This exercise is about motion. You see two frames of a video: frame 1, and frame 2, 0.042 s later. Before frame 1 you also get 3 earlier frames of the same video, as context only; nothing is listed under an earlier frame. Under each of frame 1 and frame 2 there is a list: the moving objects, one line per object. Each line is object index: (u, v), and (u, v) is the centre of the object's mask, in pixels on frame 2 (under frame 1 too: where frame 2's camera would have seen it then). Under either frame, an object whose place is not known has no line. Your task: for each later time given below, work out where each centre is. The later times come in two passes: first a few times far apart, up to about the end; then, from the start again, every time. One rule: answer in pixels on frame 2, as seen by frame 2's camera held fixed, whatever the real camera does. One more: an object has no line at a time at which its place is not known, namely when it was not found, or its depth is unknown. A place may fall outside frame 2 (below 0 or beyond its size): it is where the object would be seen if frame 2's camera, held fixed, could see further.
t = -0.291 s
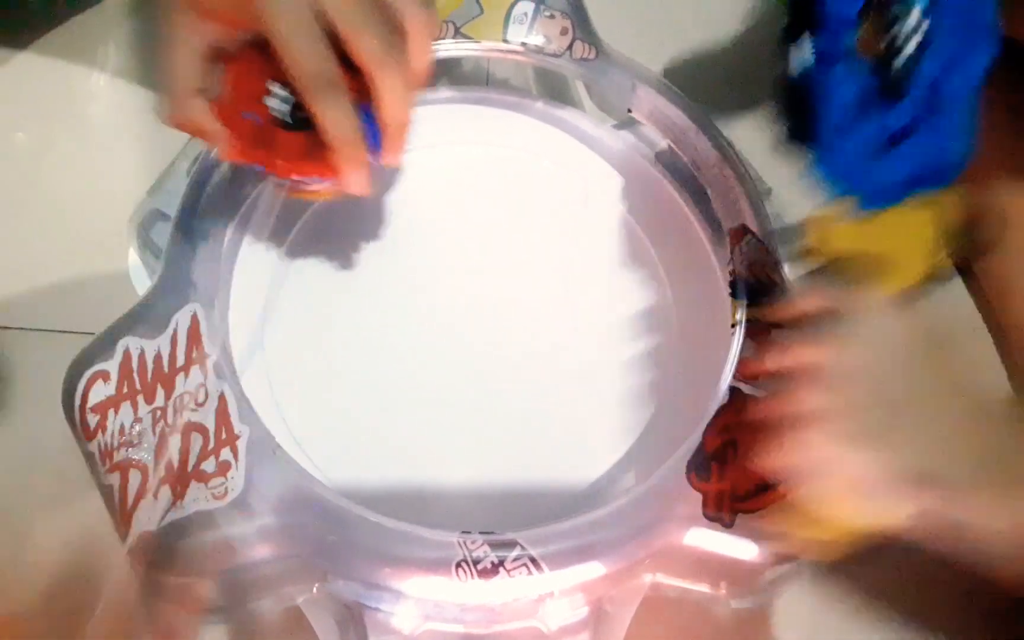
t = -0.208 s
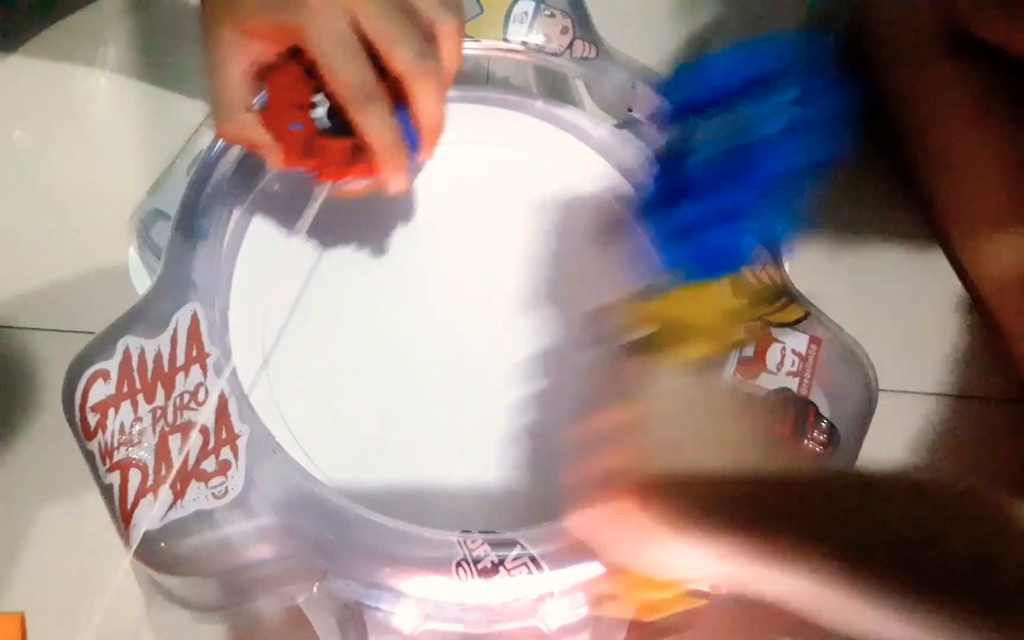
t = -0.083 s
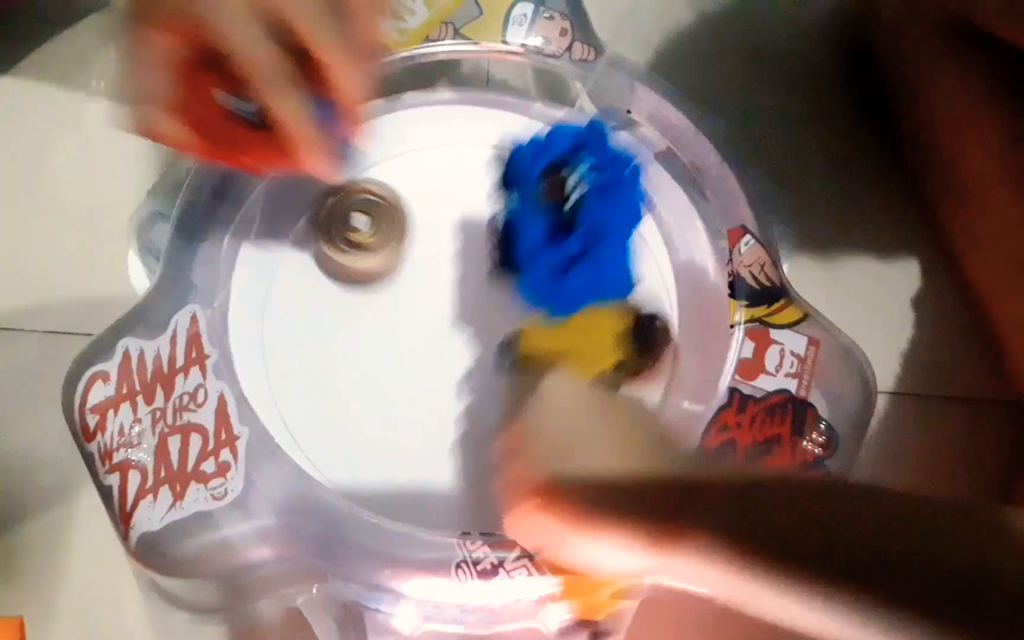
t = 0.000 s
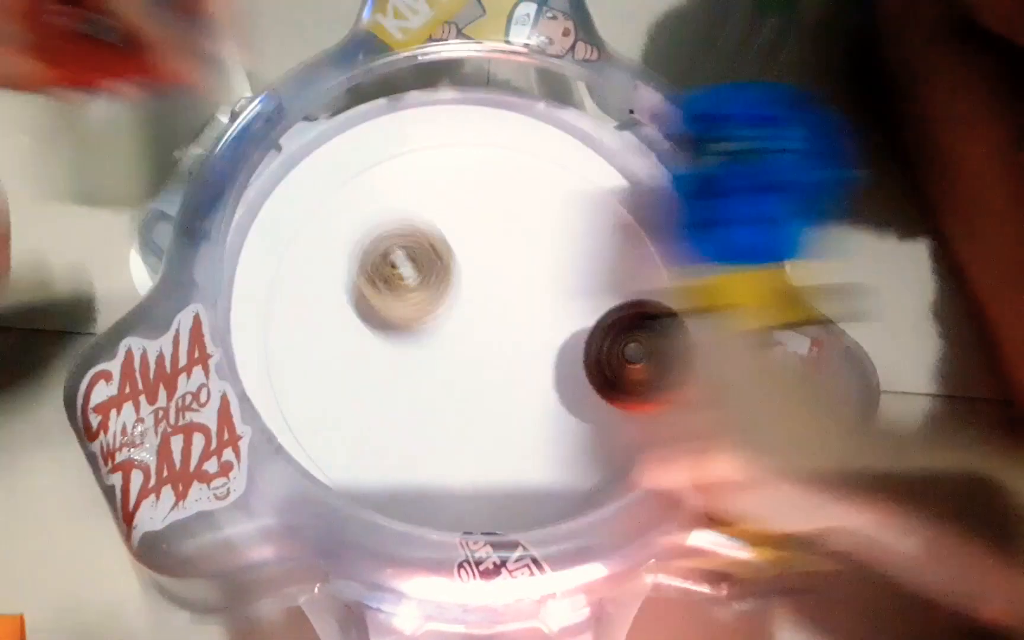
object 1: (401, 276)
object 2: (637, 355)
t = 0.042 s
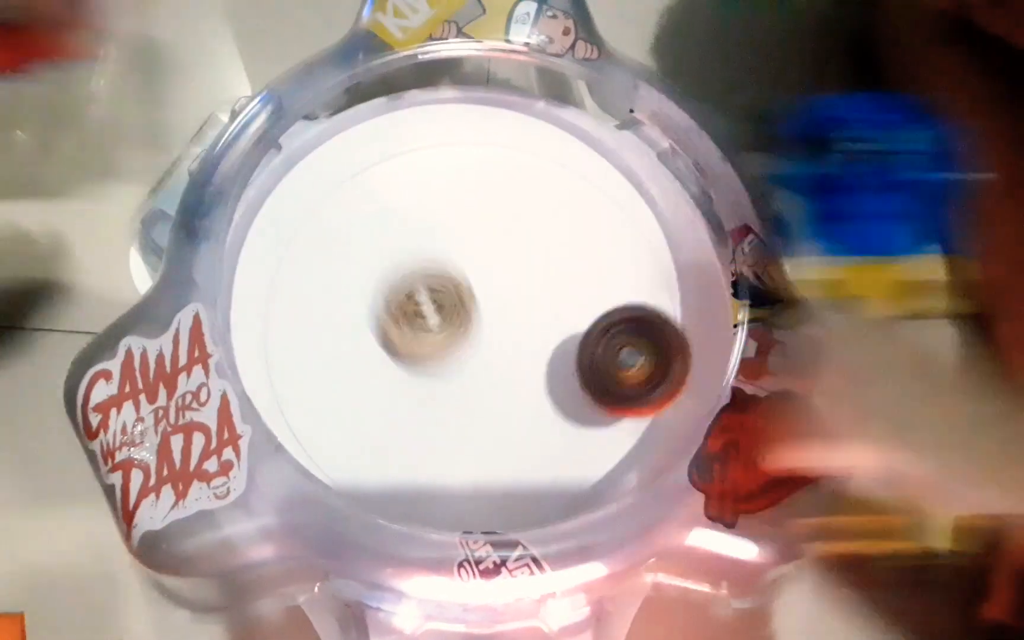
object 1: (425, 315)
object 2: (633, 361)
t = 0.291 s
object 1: (386, 367)
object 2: (615, 390)
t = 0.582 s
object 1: (379, 309)
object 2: (413, 217)
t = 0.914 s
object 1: (523, 304)
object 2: (406, 190)
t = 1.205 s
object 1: (584, 329)
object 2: (399, 299)
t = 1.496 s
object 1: (502, 309)
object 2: (384, 346)
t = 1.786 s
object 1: (460, 295)
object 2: (392, 367)
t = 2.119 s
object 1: (492, 317)
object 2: (419, 399)
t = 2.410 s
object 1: (512, 290)
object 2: (463, 409)
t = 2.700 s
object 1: (479, 277)
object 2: (494, 400)
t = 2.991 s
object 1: (469, 304)
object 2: (523, 396)
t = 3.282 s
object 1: (476, 327)
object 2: (568, 401)
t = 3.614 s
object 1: (485, 334)
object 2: (568, 401)
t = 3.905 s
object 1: (393, 266)
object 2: (553, 357)
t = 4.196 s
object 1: (378, 298)
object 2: (555, 283)
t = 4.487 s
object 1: (478, 357)
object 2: (565, 252)
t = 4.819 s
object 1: (447, 399)
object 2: (534, 257)
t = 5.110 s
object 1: (427, 394)
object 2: (481, 268)
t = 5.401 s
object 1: (452, 369)
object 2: (434, 273)
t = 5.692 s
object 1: (477, 351)
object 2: (412, 267)
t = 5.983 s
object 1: (505, 361)
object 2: (423, 268)
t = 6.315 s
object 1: (537, 356)
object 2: (440, 308)
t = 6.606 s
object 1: (553, 335)
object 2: (450, 337)
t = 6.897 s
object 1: (535, 311)
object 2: (440, 359)
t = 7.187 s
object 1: (522, 314)
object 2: (424, 343)
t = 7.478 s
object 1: (527, 321)
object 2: (423, 327)
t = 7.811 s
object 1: (543, 320)
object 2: (419, 315)
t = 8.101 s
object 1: (569, 330)
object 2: (412, 304)
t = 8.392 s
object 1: (535, 322)
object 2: (434, 306)
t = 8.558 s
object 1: (536, 335)
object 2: (424, 299)
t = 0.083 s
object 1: (449, 342)
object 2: (617, 376)
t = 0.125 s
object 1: (474, 359)
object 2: (591, 402)
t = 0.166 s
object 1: (480, 375)
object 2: (588, 407)
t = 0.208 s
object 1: (444, 379)
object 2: (609, 408)
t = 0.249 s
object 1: (414, 373)
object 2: (618, 402)
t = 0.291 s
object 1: (386, 367)
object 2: (615, 390)
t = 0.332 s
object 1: (368, 357)
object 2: (600, 373)
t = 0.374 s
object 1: (354, 348)
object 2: (576, 353)
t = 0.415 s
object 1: (346, 338)
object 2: (547, 330)
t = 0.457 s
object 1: (346, 329)
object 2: (512, 302)
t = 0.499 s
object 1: (352, 321)
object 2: (478, 275)
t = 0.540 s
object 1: (363, 315)
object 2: (445, 246)
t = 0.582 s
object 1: (379, 309)
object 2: (413, 217)
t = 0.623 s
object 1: (398, 306)
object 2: (385, 188)
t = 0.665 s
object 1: (420, 304)
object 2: (363, 160)
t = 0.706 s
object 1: (442, 303)
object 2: (347, 140)
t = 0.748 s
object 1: (464, 303)
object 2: (348, 139)
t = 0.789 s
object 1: (483, 304)
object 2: (360, 144)
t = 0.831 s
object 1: (500, 304)
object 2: (373, 156)
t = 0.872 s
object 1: (514, 304)
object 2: (390, 173)
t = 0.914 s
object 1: (523, 304)
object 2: (406, 190)
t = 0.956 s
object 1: (528, 303)
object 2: (423, 212)
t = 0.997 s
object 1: (529, 301)
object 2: (439, 235)
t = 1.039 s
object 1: (540, 306)
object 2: (444, 254)
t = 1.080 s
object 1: (558, 314)
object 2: (433, 265)
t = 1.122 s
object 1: (572, 321)
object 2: (422, 276)
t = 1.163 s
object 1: (580, 326)
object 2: (410, 288)
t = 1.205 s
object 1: (584, 329)
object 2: (399, 299)
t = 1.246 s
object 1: (582, 330)
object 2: (389, 311)
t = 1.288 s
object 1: (576, 329)
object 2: (383, 319)
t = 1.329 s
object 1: (565, 326)
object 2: (378, 327)
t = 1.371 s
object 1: (551, 322)
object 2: (376, 334)
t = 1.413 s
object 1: (536, 317)
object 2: (376, 339)
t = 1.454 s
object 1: (519, 313)
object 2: (379, 343)
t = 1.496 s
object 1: (502, 309)
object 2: (384, 346)
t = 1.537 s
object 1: (485, 306)
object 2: (391, 348)
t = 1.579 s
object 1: (477, 299)
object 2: (392, 352)
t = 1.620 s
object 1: (471, 294)
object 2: (390, 357)
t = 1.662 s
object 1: (466, 292)
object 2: (388, 361)
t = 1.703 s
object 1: (463, 291)
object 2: (388, 364)
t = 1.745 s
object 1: (460, 293)
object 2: (390, 365)
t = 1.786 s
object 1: (460, 295)
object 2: (392, 367)
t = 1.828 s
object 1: (464, 296)
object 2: (390, 374)
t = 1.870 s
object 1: (469, 296)
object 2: (390, 381)
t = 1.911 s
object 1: (474, 298)
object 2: (390, 388)
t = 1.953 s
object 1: (479, 302)
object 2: (392, 393)
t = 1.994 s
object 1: (483, 306)
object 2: (396, 397)
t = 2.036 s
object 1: (487, 310)
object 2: (402, 399)
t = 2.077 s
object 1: (490, 314)
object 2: (409, 400)
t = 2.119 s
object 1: (492, 317)
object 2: (419, 399)
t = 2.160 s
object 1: (494, 319)
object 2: (430, 397)
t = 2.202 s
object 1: (500, 314)
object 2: (436, 401)
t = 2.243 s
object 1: (508, 305)
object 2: (440, 407)
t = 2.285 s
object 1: (513, 299)
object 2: (445, 410)
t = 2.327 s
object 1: (515, 295)
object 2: (451, 412)
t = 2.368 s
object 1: (514, 292)
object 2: (457, 412)
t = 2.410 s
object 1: (512, 290)
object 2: (463, 409)
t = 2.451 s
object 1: (508, 289)
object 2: (469, 405)
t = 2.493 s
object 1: (503, 290)
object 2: (475, 400)
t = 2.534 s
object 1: (496, 293)
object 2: (480, 393)
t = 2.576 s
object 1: (492, 291)
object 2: (484, 392)
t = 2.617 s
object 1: (487, 283)
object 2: (487, 395)
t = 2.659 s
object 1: (483, 278)
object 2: (490, 398)
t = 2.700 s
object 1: (479, 277)
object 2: (494, 400)
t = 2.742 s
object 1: (475, 277)
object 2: (497, 400)
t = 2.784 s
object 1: (473, 279)
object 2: (501, 401)
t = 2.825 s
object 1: (471, 283)
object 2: (506, 401)
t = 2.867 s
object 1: (469, 287)
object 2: (510, 400)
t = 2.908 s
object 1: (469, 293)
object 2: (514, 399)
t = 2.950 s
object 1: (469, 298)
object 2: (519, 398)
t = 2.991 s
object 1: (469, 304)
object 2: (523, 396)
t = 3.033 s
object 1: (470, 310)
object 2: (527, 393)
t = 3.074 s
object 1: (471, 312)
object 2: (532, 394)
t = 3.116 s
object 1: (472, 314)
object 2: (539, 395)
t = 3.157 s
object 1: (472, 317)
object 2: (546, 397)
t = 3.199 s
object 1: (473, 320)
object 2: (554, 398)
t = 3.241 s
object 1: (475, 324)
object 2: (561, 399)
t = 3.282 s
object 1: (476, 327)
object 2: (568, 401)
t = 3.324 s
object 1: (478, 330)
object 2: (575, 404)
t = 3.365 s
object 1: (481, 333)
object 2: (581, 407)
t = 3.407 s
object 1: (483, 334)
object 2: (587, 411)
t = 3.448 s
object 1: (485, 335)
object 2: (591, 413)
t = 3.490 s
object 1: (486, 335)
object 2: (592, 414)
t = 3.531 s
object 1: (487, 335)
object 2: (588, 413)
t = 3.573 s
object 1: (486, 334)
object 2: (580, 408)
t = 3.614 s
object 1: (485, 334)
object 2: (568, 401)
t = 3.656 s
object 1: (481, 331)
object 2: (557, 394)
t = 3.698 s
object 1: (471, 322)
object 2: (548, 389)
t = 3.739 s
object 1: (463, 314)
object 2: (538, 380)
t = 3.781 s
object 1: (454, 307)
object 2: (532, 371)
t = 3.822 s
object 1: (430, 290)
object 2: (541, 369)
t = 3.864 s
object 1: (410, 277)
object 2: (547, 364)
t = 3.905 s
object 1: (393, 266)
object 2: (553, 357)
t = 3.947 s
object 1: (381, 261)
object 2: (555, 348)
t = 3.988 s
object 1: (372, 259)
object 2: (556, 338)
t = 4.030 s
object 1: (367, 261)
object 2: (555, 328)
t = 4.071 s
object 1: (366, 267)
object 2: (554, 318)
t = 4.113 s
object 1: (367, 275)
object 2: (552, 306)
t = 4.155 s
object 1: (371, 286)
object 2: (553, 295)
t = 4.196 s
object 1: (378, 298)
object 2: (555, 283)
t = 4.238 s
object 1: (388, 310)
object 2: (558, 273)
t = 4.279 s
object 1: (401, 321)
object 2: (562, 263)
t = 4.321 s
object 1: (416, 332)
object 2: (567, 256)
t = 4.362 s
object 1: (432, 341)
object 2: (570, 250)
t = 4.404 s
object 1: (449, 349)
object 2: (571, 248)
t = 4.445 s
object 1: (464, 354)
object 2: (572, 246)
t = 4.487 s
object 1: (478, 357)
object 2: (565, 252)
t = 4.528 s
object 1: (490, 358)
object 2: (559, 257)
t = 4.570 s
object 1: (499, 355)
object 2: (550, 266)
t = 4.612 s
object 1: (495, 363)
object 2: (545, 267)
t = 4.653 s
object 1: (483, 379)
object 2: (548, 259)
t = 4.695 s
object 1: (471, 391)
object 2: (547, 254)
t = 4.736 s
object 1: (460, 398)
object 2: (545, 252)
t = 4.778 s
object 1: (452, 400)
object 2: (540, 253)
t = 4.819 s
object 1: (447, 399)
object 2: (534, 257)
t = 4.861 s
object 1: (445, 395)
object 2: (527, 262)
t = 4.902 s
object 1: (445, 389)
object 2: (519, 270)
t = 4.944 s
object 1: (446, 381)
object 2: (508, 279)
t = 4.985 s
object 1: (449, 373)
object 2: (496, 288)
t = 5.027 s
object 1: (440, 381)
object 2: (490, 283)
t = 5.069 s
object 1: (432, 389)
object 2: (487, 274)
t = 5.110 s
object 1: (427, 394)
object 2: (481, 268)
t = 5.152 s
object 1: (425, 396)
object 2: (475, 263)
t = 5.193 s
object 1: (426, 396)
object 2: (468, 261)
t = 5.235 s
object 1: (429, 394)
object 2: (460, 261)
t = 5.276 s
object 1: (434, 390)
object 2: (453, 262)
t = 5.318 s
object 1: (440, 384)
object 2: (447, 265)
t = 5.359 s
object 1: (446, 377)
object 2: (440, 269)
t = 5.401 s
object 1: (452, 369)
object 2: (434, 273)
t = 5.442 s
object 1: (459, 370)
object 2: (427, 269)
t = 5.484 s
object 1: (465, 371)
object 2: (421, 264)
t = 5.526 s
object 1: (469, 370)
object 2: (416, 261)
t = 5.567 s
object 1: (473, 367)
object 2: (412, 260)
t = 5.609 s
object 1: (476, 363)
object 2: (410, 260)
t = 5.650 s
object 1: (477, 357)
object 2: (410, 263)
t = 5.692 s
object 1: (477, 351)
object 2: (412, 267)
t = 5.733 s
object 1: (477, 346)
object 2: (414, 270)
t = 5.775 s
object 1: (483, 348)
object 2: (413, 269)
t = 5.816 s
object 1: (487, 350)
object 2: (414, 268)
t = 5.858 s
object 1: (490, 349)
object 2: (418, 269)
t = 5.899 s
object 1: (491, 348)
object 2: (423, 271)
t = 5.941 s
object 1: (493, 347)
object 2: (427, 275)
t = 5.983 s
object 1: (505, 361)
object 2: (423, 268)
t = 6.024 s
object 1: (515, 370)
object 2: (419, 263)
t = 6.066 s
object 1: (522, 376)
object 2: (418, 262)
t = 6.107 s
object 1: (526, 376)
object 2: (418, 264)
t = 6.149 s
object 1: (529, 373)
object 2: (421, 270)
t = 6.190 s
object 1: (530, 368)
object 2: (426, 279)
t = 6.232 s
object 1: (530, 362)
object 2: (433, 289)
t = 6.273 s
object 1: (529, 355)
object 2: (440, 301)
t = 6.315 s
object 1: (537, 356)
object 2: (440, 308)
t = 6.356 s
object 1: (550, 358)
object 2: (436, 310)
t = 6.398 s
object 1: (559, 358)
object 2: (434, 313)
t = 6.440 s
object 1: (564, 355)
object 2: (435, 317)
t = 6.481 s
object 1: (565, 351)
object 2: (437, 321)
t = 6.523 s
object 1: (564, 346)
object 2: (440, 326)
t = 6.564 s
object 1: (559, 341)
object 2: (445, 331)
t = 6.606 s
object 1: (553, 335)
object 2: (450, 337)
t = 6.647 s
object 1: (554, 329)
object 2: (448, 342)
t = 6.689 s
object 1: (554, 323)
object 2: (444, 348)
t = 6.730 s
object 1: (551, 319)
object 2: (444, 352)
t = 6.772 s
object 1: (545, 315)
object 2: (445, 356)
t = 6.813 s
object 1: (539, 313)
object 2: (448, 358)
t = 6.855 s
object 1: (536, 311)
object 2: (445, 359)
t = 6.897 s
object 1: (535, 311)
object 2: (440, 359)
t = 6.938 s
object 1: (532, 311)
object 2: (437, 357)
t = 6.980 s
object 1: (528, 312)
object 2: (437, 354)
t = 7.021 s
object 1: (527, 312)
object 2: (432, 353)
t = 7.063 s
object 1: (527, 312)
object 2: (427, 352)
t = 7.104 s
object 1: (525, 313)
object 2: (425, 349)
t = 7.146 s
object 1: (522, 313)
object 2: (426, 346)
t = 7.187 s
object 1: (522, 314)
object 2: (424, 343)
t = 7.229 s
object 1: (522, 315)
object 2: (422, 340)
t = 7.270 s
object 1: (521, 316)
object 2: (423, 338)
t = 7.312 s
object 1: (522, 317)
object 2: (423, 336)
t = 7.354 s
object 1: (523, 318)
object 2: (423, 333)
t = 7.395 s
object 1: (525, 319)
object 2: (422, 331)
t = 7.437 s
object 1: (525, 320)
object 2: (424, 329)
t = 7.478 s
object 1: (527, 321)
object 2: (423, 327)
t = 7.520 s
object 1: (529, 322)
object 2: (422, 325)
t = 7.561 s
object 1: (528, 323)
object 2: (424, 323)
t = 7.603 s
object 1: (528, 323)
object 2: (426, 321)
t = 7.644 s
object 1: (539, 323)
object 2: (417, 319)
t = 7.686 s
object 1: (545, 322)
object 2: (411, 318)
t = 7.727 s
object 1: (547, 321)
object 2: (410, 317)
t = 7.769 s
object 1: (546, 321)
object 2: (413, 316)
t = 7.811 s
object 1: (543, 320)
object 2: (419, 315)
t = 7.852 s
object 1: (539, 320)
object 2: (428, 315)
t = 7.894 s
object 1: (537, 321)
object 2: (435, 314)
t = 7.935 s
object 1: (539, 323)
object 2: (435, 312)
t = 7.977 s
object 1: (540, 325)
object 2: (437, 310)
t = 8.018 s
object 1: (540, 326)
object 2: (438, 309)
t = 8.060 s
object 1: (556, 328)
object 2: (424, 306)
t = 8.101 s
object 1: (569, 330)
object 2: (412, 304)
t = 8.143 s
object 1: (575, 330)
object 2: (405, 302)
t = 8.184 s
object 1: (575, 329)
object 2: (401, 302)
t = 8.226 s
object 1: (571, 328)
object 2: (402, 302)
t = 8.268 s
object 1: (564, 326)
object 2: (407, 302)
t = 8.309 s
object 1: (555, 324)
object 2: (415, 303)
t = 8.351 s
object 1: (544, 323)
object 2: (425, 305)
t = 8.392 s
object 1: (535, 322)
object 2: (434, 306)
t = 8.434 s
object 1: (538, 326)
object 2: (429, 303)
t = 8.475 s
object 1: (540, 329)
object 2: (424, 300)
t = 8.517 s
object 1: (539, 333)
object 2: (423, 299)
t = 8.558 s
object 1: (536, 335)
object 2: (424, 299)
